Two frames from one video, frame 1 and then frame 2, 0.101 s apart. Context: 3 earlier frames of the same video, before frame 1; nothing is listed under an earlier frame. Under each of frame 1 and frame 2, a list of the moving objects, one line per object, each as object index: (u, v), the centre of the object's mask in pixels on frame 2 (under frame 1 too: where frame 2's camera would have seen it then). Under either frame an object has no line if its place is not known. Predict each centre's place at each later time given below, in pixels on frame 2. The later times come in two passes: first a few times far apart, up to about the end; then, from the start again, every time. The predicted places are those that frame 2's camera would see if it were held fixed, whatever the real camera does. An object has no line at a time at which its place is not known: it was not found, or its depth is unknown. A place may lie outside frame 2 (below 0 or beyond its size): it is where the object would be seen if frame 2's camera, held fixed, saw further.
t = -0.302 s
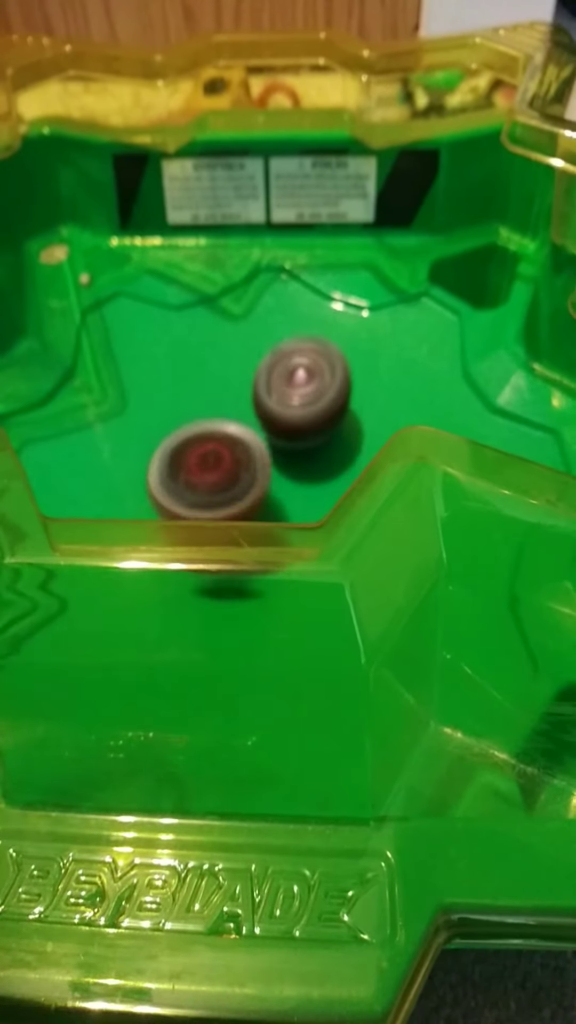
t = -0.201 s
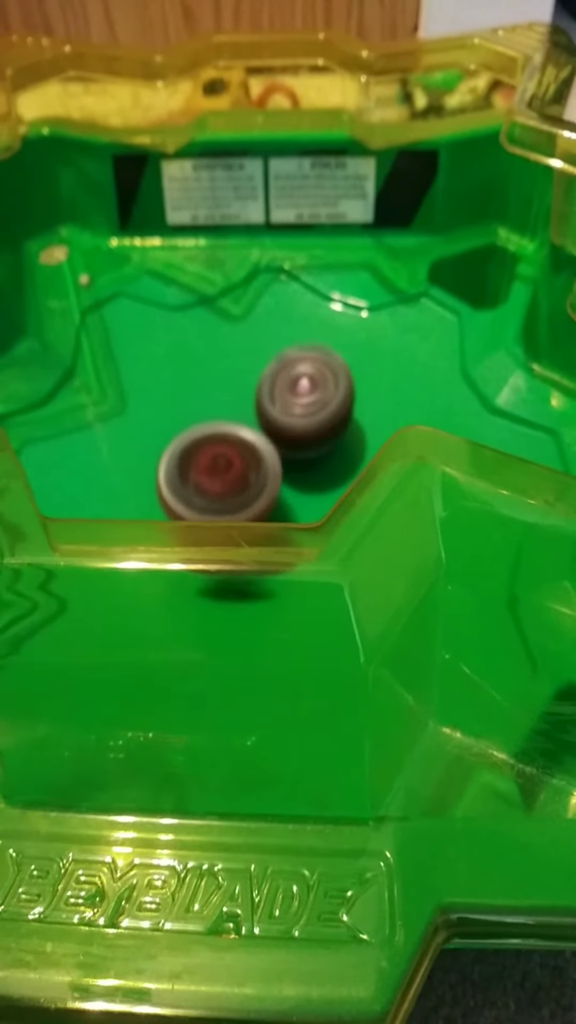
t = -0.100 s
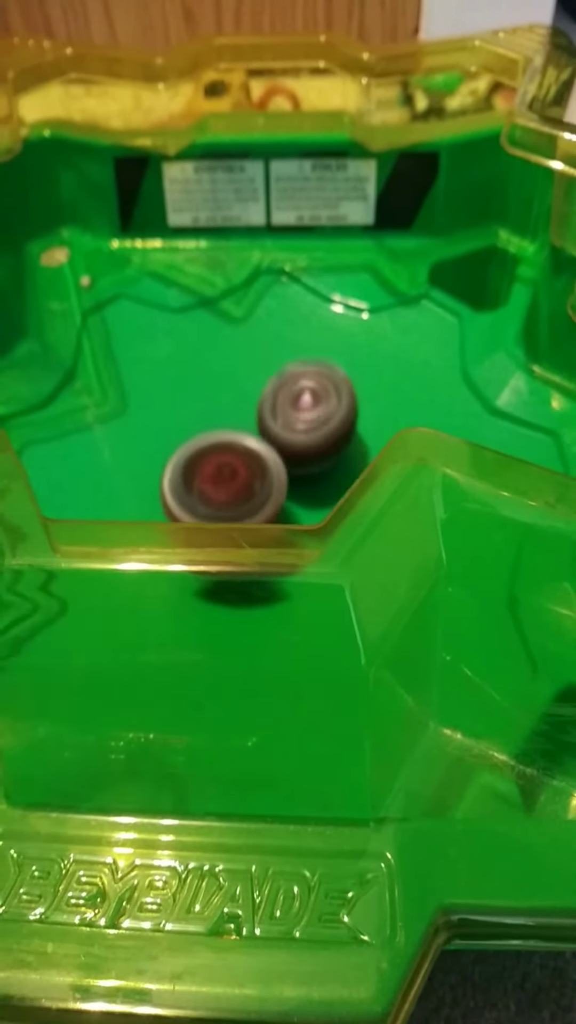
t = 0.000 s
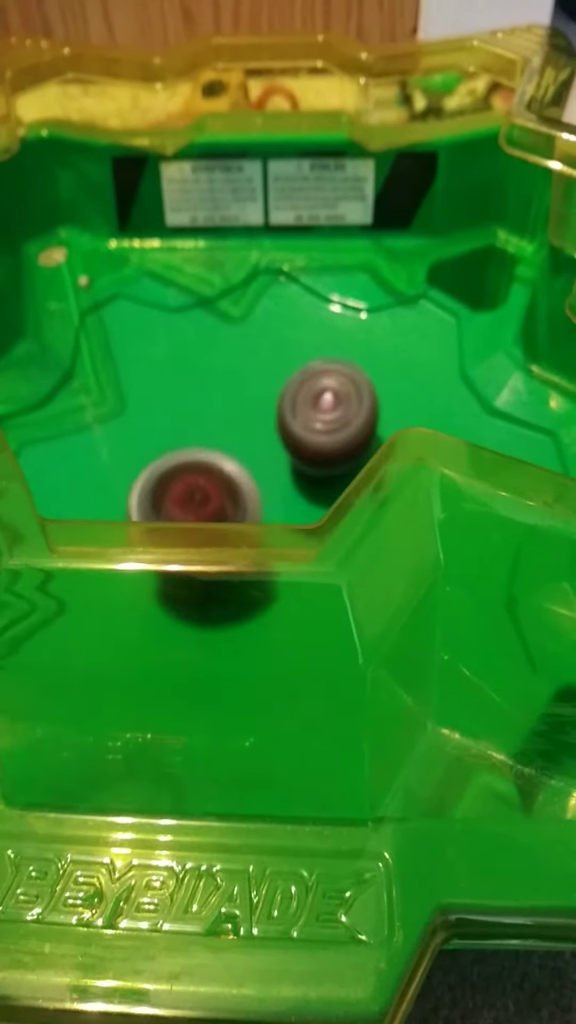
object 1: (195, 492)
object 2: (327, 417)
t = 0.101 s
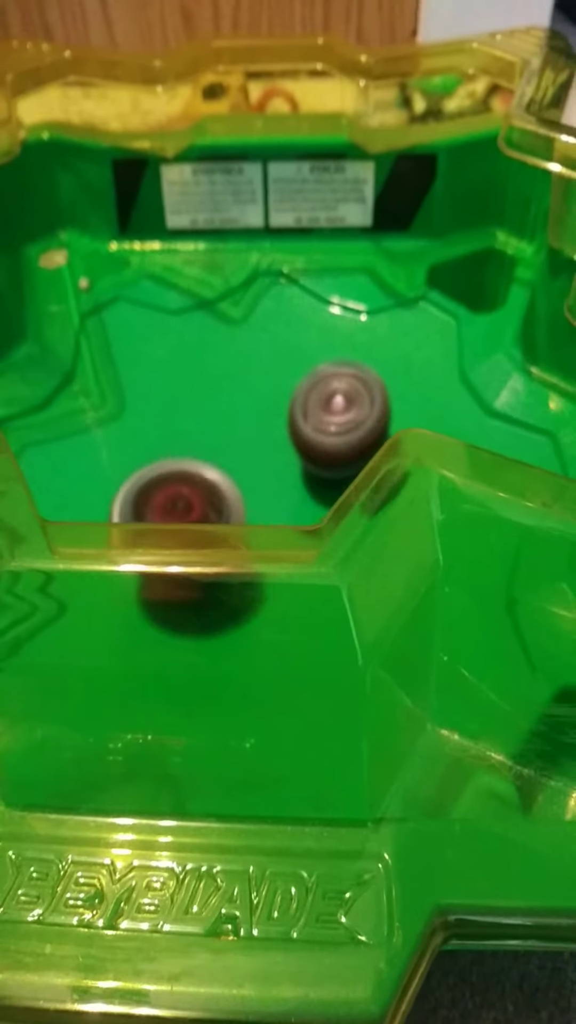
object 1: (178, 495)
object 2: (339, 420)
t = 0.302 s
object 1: (177, 492)
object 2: (338, 433)
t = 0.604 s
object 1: (191, 472)
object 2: (331, 460)
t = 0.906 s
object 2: (316, 480)
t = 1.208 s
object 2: (299, 508)
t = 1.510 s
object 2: (243, 496)
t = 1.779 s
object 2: (191, 491)
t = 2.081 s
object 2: (183, 470)
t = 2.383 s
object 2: (141, 440)
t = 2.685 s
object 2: (198, 431)
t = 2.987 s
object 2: (234, 420)
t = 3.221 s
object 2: (273, 409)
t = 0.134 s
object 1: (174, 496)
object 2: (341, 419)
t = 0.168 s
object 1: (172, 496)
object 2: (342, 422)
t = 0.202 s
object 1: (170, 496)
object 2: (342, 424)
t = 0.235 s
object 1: (171, 495)
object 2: (342, 426)
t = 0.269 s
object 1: (173, 494)
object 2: (340, 430)
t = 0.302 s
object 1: (177, 492)
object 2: (338, 433)
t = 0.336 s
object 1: (182, 491)
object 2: (336, 437)
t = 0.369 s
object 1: (187, 489)
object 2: (333, 442)
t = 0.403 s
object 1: (195, 487)
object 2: (329, 447)
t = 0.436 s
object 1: (203, 485)
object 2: (324, 454)
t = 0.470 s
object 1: (208, 483)
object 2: (321, 458)
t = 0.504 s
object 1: (198, 481)
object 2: (327, 457)
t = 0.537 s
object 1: (193, 478)
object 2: (330, 456)
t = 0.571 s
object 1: (191, 476)
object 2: (331, 457)
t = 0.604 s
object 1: (191, 472)
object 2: (331, 460)
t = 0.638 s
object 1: (193, 468)
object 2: (330, 462)
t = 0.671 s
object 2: (329, 464)
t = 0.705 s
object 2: (327, 466)
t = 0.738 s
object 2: (324, 468)
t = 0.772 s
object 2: (321, 471)
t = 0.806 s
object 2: (318, 473)
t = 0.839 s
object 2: (317, 475)
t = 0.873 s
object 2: (317, 478)
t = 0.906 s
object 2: (316, 480)
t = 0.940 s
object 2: (315, 482)
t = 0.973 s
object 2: (314, 484)
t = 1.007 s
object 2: (312, 486)
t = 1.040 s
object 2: (322, 505)
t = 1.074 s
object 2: (319, 507)
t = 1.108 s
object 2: (315, 507)
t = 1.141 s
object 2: (311, 507)
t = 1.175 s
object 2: (305, 509)
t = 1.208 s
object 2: (299, 508)
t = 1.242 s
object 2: (292, 503)
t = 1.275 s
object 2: (282, 491)
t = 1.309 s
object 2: (277, 492)
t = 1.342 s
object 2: (271, 494)
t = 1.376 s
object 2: (266, 495)
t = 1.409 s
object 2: (260, 496)
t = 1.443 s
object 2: (254, 496)
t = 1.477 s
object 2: (248, 496)
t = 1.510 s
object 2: (243, 496)
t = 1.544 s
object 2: (236, 495)
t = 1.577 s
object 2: (231, 494)
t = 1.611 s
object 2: (225, 493)
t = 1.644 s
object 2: (218, 493)
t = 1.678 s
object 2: (209, 493)
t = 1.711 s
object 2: (202, 493)
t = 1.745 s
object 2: (197, 492)
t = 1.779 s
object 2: (191, 491)
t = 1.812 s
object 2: (187, 489)
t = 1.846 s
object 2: (184, 488)
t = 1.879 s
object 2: (181, 486)
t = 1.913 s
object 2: (179, 484)
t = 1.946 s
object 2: (179, 481)
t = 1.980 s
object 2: (179, 479)
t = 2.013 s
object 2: (180, 476)
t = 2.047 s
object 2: (182, 473)
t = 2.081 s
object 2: (183, 470)
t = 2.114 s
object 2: (168, 465)
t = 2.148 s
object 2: (154, 463)
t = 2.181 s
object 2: (147, 459)
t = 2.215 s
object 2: (144, 457)
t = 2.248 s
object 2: (141, 455)
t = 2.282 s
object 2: (139, 448)
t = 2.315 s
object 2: (138, 444)
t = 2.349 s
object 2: (139, 443)
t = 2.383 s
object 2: (141, 440)
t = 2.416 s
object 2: (144, 437)
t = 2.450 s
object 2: (149, 436)
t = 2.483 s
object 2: (154, 435)
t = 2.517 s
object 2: (160, 434)
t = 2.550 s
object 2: (167, 431)
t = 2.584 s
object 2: (174, 431)
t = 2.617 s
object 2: (183, 433)
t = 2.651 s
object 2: (191, 431)
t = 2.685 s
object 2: (198, 431)
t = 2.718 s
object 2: (199, 426)
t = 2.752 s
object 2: (198, 420)
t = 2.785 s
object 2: (201, 418)
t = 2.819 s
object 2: (206, 416)
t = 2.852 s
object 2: (212, 416)
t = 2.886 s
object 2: (217, 416)
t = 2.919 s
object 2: (223, 418)
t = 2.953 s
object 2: (229, 420)
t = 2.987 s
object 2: (234, 420)
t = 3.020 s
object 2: (239, 419)
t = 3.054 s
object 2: (245, 417)
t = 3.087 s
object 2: (251, 416)
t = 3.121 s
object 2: (257, 415)
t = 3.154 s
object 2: (262, 414)
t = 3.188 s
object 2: (268, 412)
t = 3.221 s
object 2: (273, 409)
